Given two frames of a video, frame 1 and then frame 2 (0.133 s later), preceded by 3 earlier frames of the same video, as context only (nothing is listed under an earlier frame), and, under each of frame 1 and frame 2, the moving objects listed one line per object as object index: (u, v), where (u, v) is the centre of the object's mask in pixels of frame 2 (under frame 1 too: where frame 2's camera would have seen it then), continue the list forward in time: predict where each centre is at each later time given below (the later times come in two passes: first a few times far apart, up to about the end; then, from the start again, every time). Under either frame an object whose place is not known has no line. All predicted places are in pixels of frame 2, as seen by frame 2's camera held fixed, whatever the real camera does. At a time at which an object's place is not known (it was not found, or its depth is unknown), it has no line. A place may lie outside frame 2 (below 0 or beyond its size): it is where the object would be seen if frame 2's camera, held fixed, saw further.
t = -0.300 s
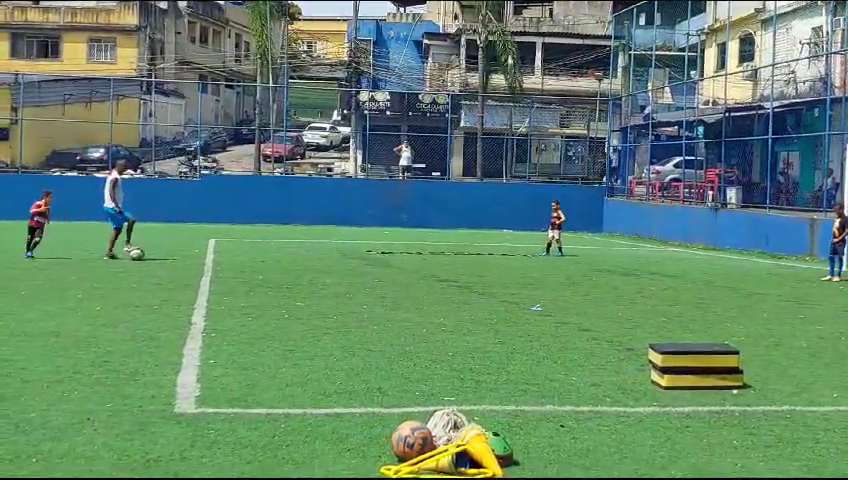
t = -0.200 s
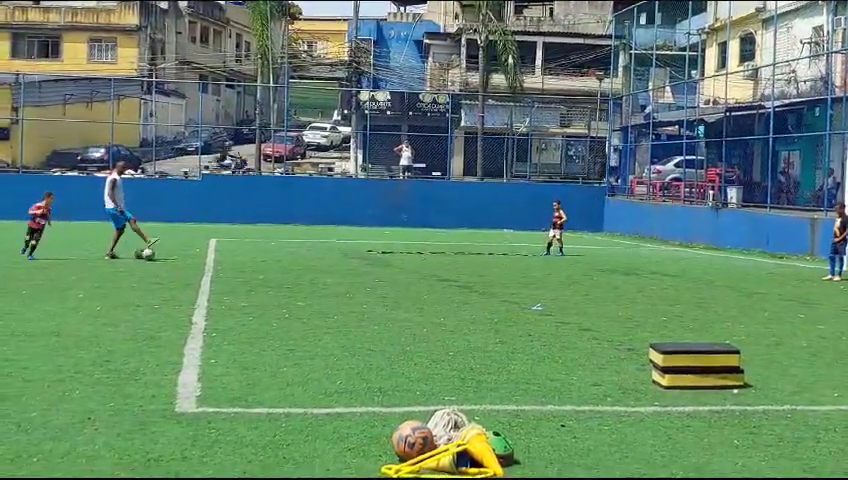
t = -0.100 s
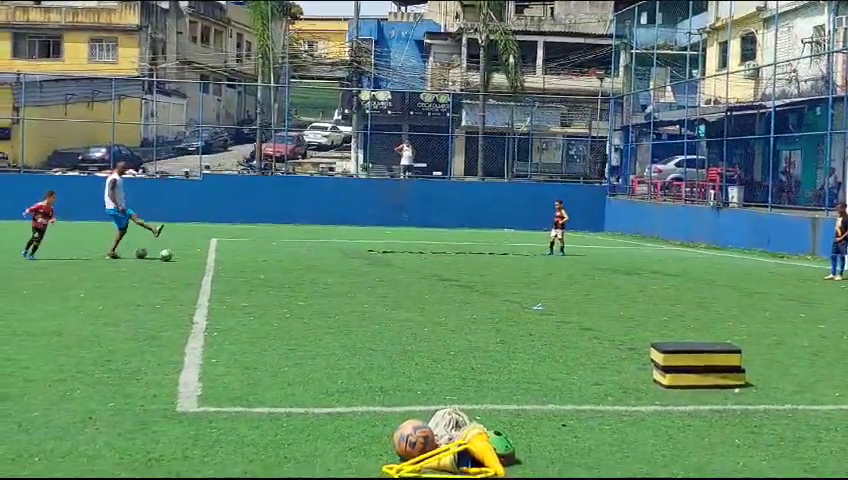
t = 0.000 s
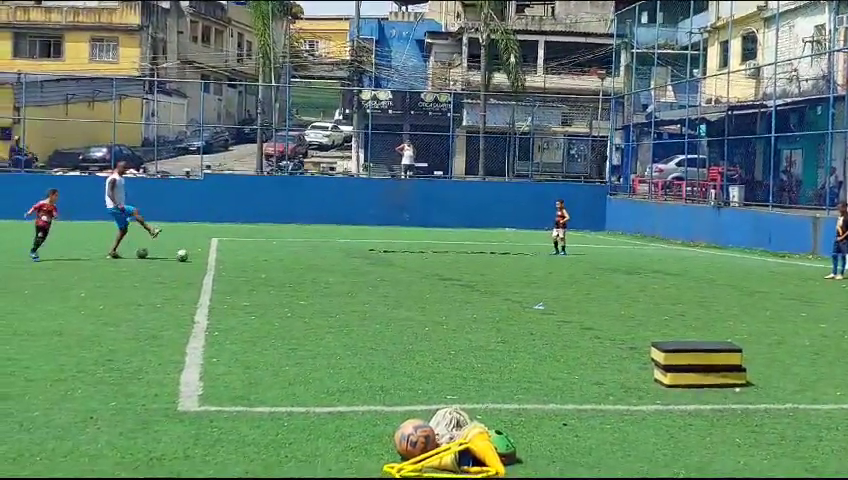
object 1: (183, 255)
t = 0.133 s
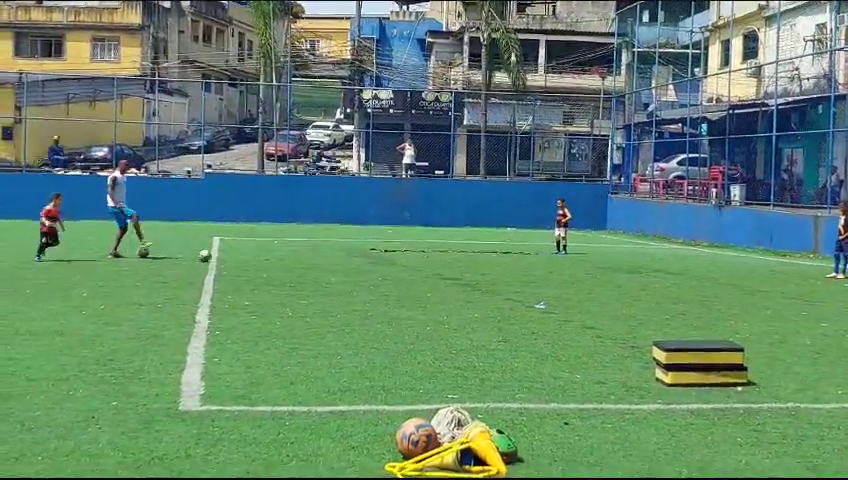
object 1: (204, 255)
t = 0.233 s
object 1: (221, 255)
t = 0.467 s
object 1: (257, 258)
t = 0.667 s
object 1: (288, 259)
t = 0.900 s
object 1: (324, 260)
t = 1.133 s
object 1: (358, 262)
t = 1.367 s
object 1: (392, 263)
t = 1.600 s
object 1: (426, 265)
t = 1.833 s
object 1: (460, 266)
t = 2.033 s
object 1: (488, 266)
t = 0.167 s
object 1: (210, 256)
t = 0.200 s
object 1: (215, 255)
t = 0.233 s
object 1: (221, 255)
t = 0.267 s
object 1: (226, 256)
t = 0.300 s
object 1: (231, 257)
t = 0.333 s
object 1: (236, 257)
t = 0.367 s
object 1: (241, 257)
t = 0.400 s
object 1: (246, 258)
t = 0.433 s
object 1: (252, 258)
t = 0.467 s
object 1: (257, 258)
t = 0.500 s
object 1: (262, 258)
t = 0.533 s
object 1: (267, 258)
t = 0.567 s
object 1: (272, 258)
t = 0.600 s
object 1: (278, 259)
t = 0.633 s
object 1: (283, 259)
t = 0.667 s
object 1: (288, 259)
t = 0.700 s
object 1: (293, 259)
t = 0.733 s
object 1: (298, 259)
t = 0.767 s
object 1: (303, 260)
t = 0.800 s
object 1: (308, 260)
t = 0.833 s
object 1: (313, 260)
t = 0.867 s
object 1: (318, 260)
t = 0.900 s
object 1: (324, 260)
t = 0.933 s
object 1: (329, 260)
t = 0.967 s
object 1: (333, 261)
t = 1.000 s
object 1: (338, 261)
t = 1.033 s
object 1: (344, 261)
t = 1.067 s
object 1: (348, 261)
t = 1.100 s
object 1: (353, 261)
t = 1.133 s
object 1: (358, 262)
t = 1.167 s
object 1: (363, 262)
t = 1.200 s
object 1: (368, 262)
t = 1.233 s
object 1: (373, 262)
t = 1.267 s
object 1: (378, 262)
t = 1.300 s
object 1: (382, 263)
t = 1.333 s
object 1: (387, 263)
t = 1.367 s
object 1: (392, 263)
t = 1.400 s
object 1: (397, 264)
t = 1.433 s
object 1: (401, 264)
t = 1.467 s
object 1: (406, 264)
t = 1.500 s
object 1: (412, 264)
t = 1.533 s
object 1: (417, 265)
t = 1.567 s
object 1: (421, 265)
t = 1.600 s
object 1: (426, 265)
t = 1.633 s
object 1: (431, 265)
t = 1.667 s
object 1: (436, 265)
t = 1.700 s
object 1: (441, 265)
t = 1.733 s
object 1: (445, 265)
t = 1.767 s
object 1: (450, 265)
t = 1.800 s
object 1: (455, 265)
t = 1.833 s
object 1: (460, 266)
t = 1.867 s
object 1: (464, 266)
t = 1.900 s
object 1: (469, 266)
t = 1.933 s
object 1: (473, 266)
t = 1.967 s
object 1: (479, 266)
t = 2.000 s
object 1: (483, 266)
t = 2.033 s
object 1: (488, 266)
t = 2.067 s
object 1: (492, 266)
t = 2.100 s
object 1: (497, 266)
